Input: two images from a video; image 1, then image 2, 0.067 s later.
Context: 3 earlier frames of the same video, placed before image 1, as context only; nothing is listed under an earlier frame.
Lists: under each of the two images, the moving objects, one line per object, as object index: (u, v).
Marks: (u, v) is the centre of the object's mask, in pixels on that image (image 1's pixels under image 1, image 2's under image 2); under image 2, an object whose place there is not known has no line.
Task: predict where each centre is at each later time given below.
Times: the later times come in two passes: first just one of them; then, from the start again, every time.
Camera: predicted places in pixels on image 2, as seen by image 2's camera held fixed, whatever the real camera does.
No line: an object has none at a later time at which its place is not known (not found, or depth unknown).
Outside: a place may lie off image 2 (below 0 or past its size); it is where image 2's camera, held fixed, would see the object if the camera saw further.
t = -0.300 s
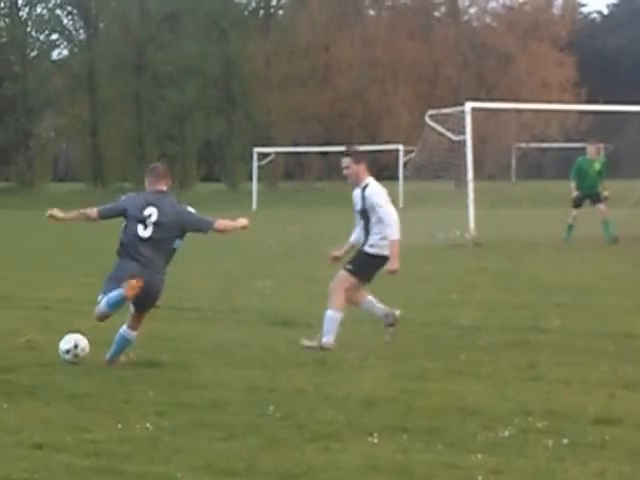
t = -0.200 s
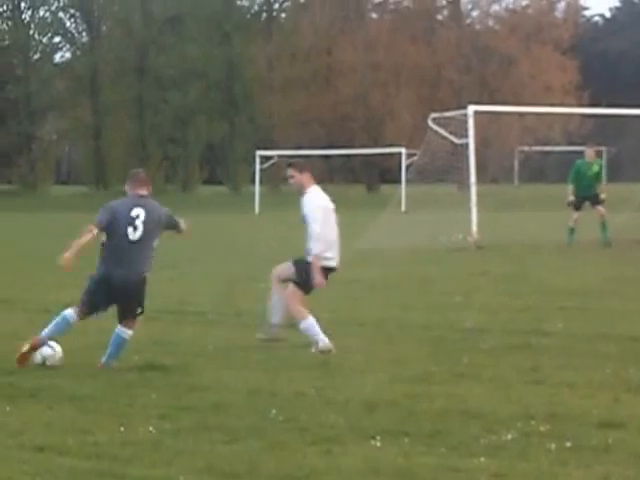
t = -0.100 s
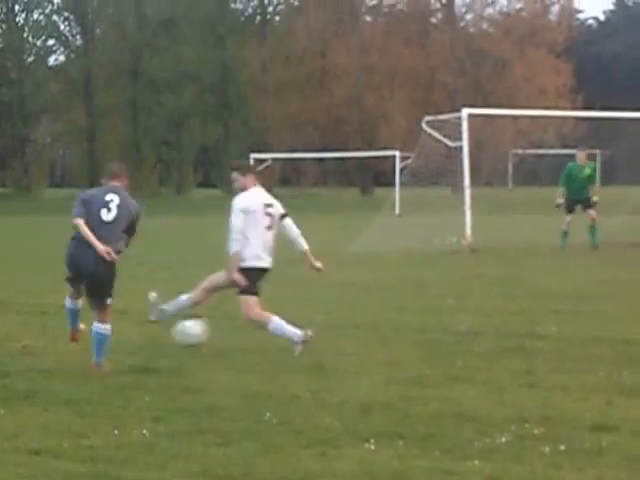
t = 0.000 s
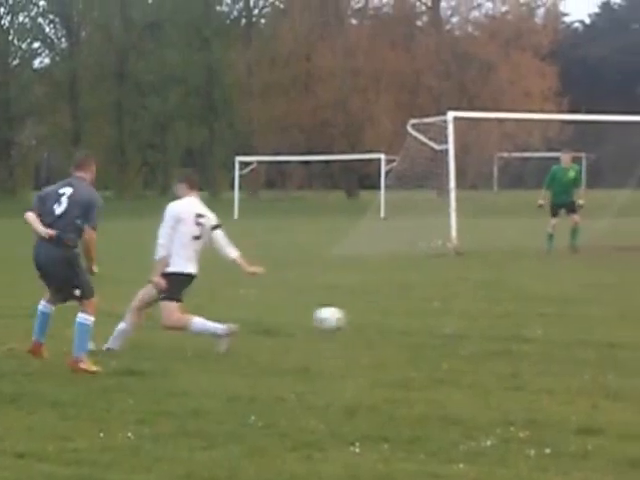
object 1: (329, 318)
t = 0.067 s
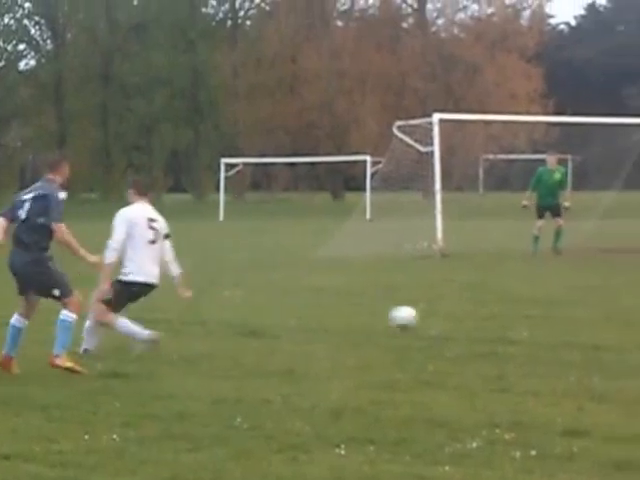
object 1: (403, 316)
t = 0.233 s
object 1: (582, 293)
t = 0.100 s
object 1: (445, 316)
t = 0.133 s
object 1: (484, 314)
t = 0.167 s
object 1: (519, 308)
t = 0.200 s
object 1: (551, 301)
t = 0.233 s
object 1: (582, 293)
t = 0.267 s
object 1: (612, 288)
